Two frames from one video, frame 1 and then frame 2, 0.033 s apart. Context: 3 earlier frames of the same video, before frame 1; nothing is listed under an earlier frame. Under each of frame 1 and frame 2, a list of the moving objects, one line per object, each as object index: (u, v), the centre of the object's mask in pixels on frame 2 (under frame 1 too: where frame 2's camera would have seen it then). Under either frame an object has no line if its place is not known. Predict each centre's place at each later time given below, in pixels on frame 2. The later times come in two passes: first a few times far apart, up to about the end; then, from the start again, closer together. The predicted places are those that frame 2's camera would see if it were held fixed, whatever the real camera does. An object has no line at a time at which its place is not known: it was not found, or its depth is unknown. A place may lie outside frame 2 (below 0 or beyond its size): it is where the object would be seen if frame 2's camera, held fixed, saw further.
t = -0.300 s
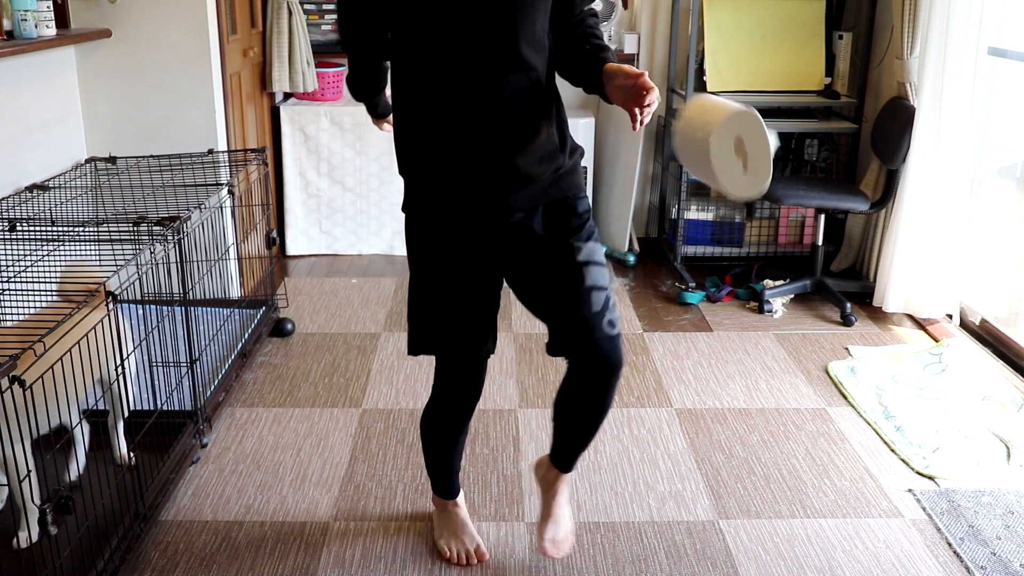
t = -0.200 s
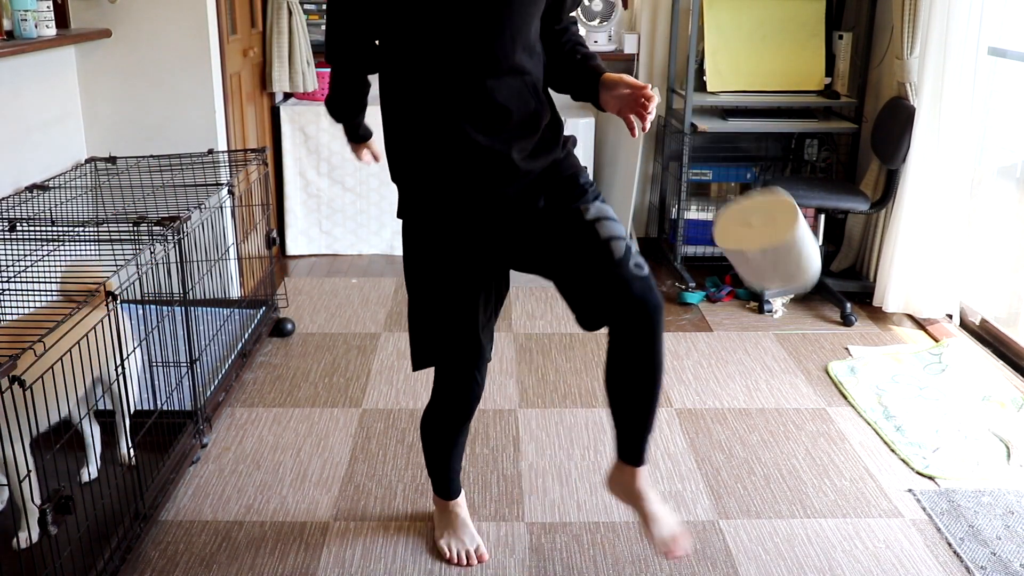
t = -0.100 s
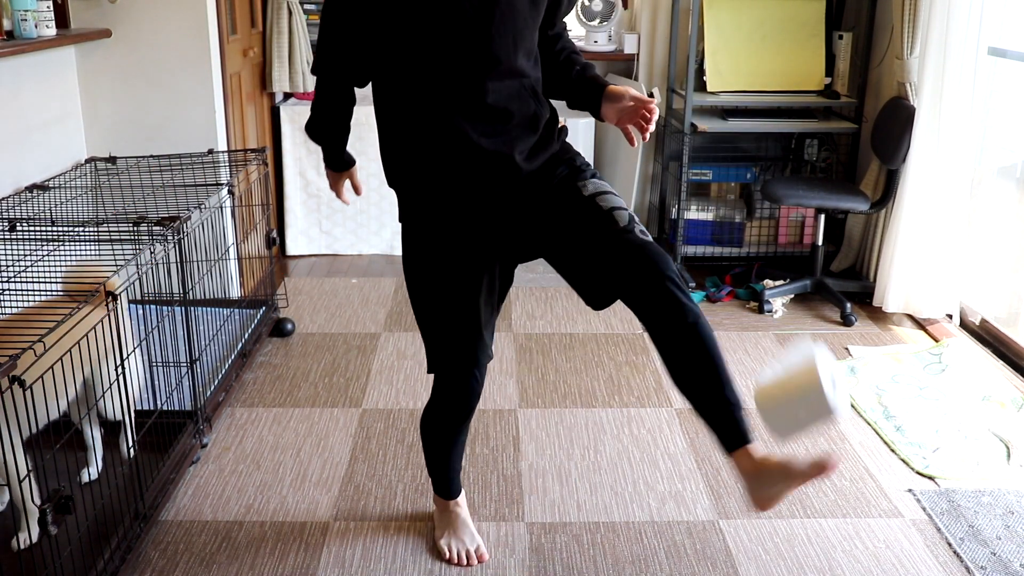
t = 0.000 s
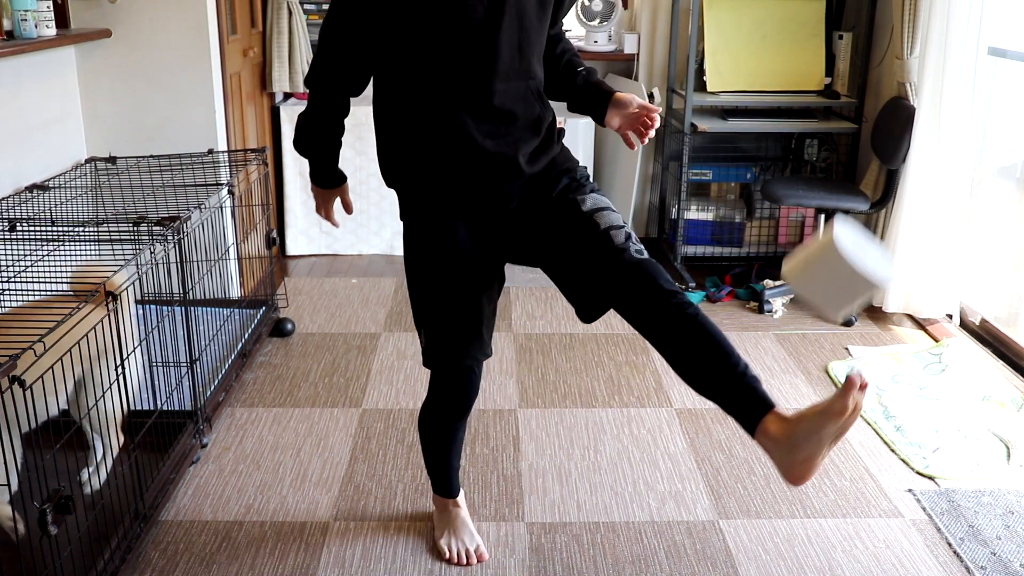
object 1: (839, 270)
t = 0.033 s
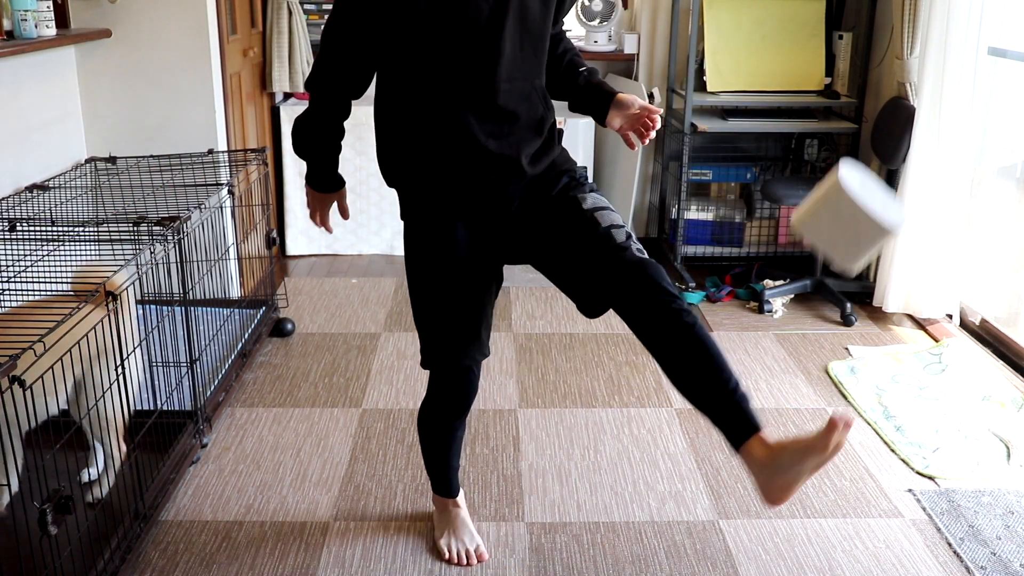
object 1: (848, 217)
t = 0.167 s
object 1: (883, 67)
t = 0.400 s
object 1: (910, 71)
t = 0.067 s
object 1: (858, 171)
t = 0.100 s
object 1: (866, 130)
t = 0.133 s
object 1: (875, 95)
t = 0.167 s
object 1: (883, 67)
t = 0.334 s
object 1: (907, 39)
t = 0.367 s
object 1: (911, 50)
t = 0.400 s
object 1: (910, 71)
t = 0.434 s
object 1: (910, 100)
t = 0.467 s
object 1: (909, 140)
